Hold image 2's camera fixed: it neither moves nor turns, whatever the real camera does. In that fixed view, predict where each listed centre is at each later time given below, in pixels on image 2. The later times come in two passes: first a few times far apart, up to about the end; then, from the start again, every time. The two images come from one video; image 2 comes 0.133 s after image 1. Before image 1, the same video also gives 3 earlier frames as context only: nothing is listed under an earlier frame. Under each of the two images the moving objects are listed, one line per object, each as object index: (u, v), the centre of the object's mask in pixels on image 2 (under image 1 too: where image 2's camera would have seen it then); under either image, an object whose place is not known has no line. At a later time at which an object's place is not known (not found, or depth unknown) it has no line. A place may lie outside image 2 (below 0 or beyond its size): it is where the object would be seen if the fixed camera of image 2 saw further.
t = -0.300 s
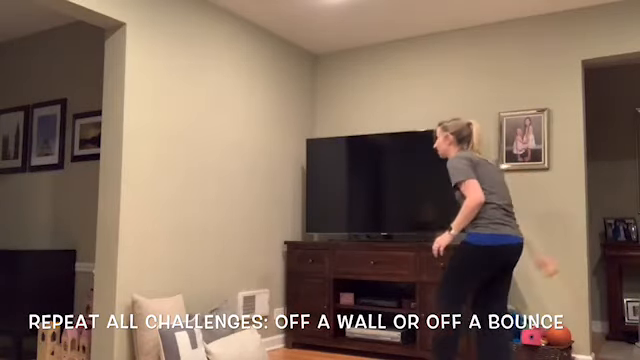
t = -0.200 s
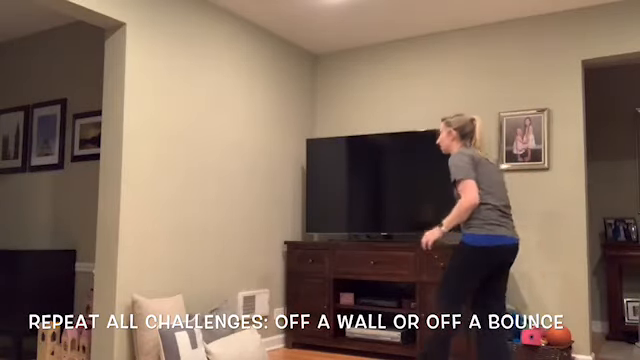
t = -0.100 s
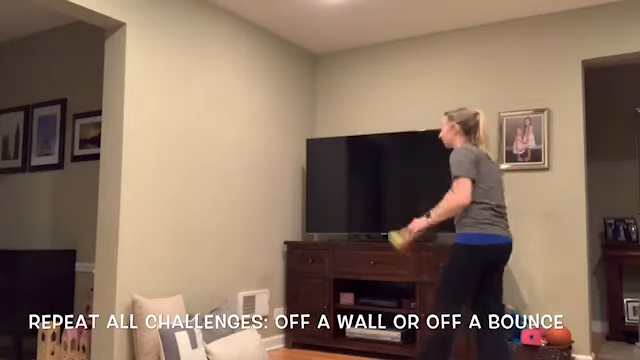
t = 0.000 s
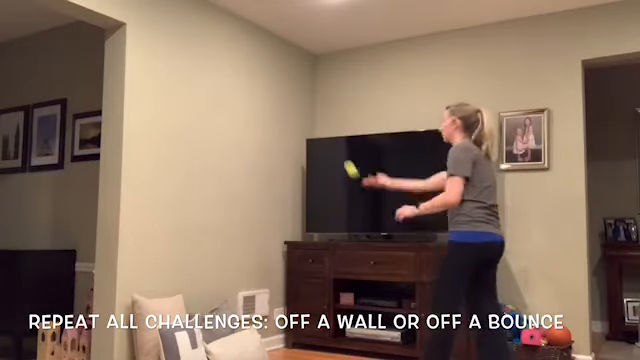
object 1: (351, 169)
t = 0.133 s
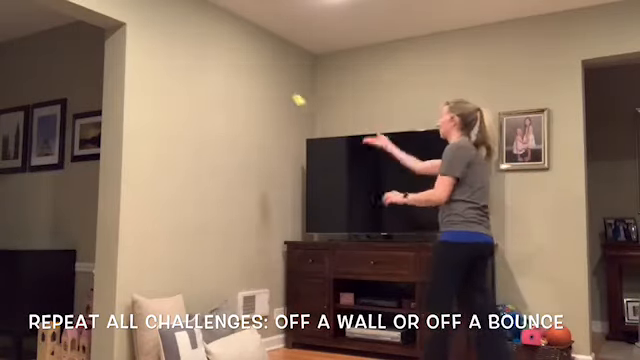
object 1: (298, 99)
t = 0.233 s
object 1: (263, 68)
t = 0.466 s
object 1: (282, 43)
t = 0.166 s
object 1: (287, 88)
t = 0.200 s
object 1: (275, 78)
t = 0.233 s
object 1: (263, 68)
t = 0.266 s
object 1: (252, 62)
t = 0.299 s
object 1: (245, 57)
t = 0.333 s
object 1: (252, 51)
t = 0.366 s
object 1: (260, 47)
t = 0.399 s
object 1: (266, 44)
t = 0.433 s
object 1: (275, 43)
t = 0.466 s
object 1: (282, 43)
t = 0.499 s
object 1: (290, 45)
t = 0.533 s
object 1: (298, 49)
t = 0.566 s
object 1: (306, 54)
